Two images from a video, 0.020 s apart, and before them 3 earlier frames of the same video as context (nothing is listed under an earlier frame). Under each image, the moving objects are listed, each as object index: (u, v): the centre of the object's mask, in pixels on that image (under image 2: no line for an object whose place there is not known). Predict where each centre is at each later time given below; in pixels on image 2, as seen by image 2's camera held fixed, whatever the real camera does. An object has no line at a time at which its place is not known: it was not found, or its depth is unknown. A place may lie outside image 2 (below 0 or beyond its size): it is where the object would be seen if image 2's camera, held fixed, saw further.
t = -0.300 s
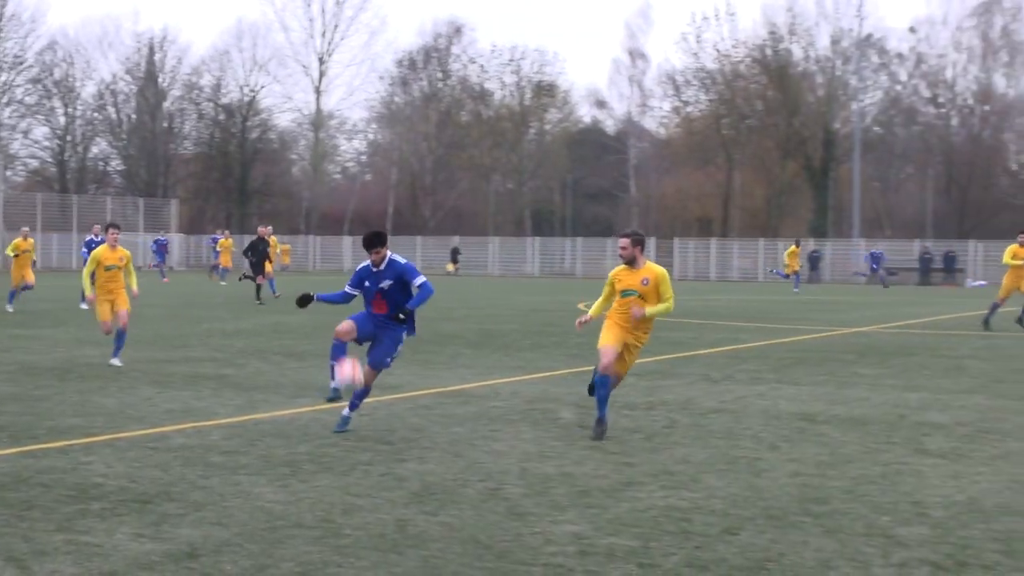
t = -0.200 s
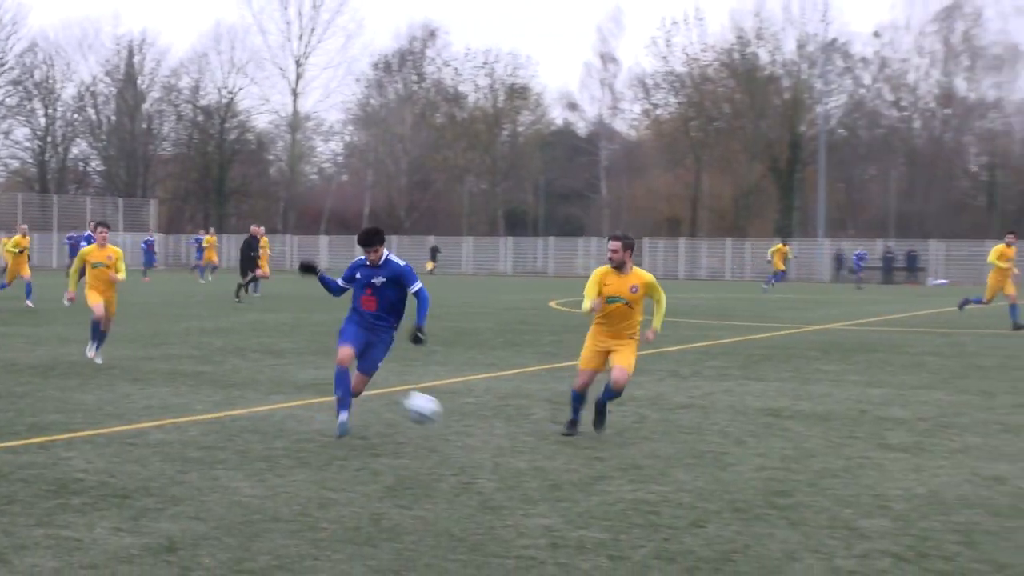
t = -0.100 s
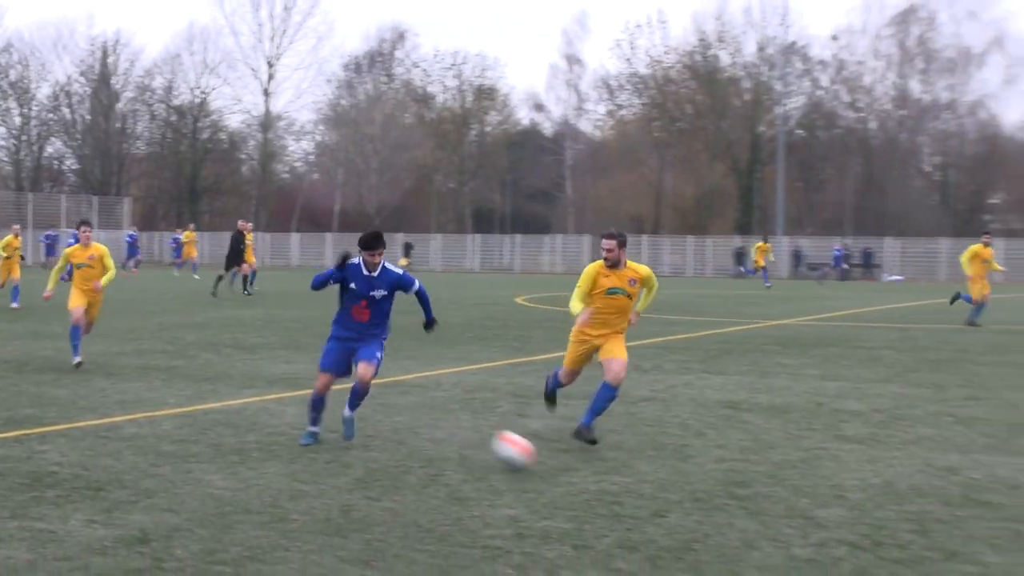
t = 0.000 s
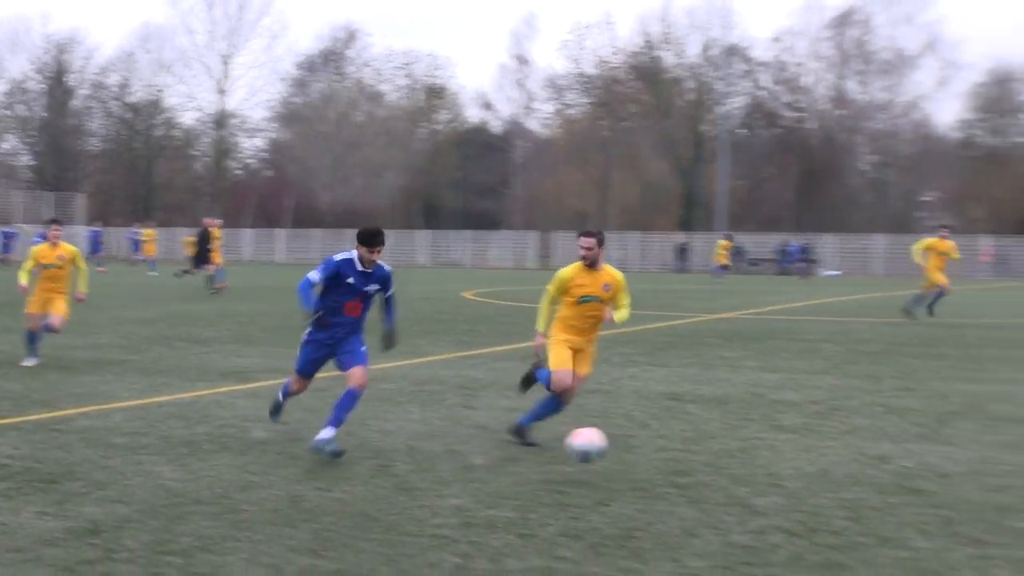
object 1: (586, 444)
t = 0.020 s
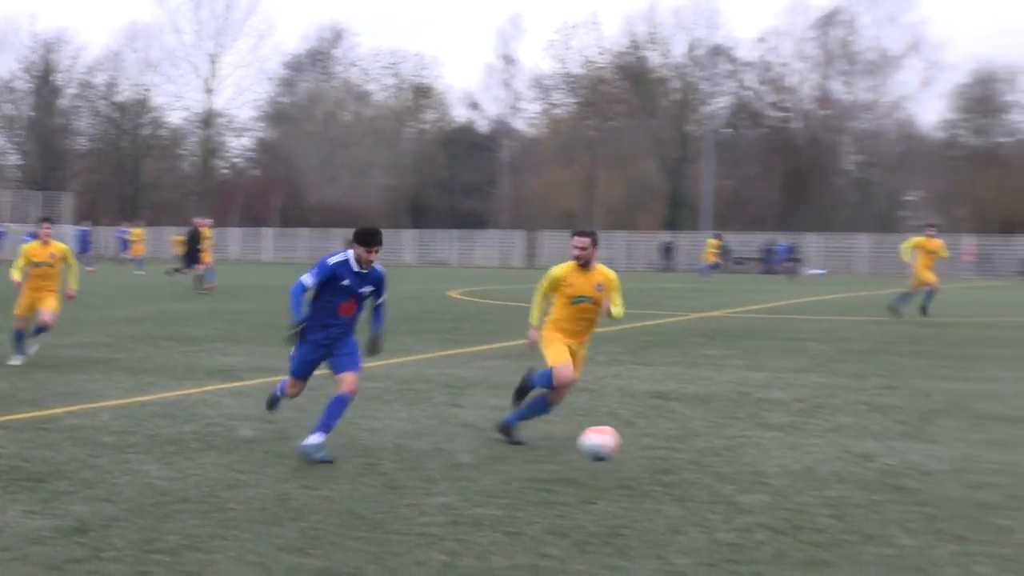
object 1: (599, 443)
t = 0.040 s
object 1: (628, 444)
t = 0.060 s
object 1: (656, 446)
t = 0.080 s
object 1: (685, 449)
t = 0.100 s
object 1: (716, 453)
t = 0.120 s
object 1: (748, 457)
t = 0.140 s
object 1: (780, 463)
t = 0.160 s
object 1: (816, 470)
